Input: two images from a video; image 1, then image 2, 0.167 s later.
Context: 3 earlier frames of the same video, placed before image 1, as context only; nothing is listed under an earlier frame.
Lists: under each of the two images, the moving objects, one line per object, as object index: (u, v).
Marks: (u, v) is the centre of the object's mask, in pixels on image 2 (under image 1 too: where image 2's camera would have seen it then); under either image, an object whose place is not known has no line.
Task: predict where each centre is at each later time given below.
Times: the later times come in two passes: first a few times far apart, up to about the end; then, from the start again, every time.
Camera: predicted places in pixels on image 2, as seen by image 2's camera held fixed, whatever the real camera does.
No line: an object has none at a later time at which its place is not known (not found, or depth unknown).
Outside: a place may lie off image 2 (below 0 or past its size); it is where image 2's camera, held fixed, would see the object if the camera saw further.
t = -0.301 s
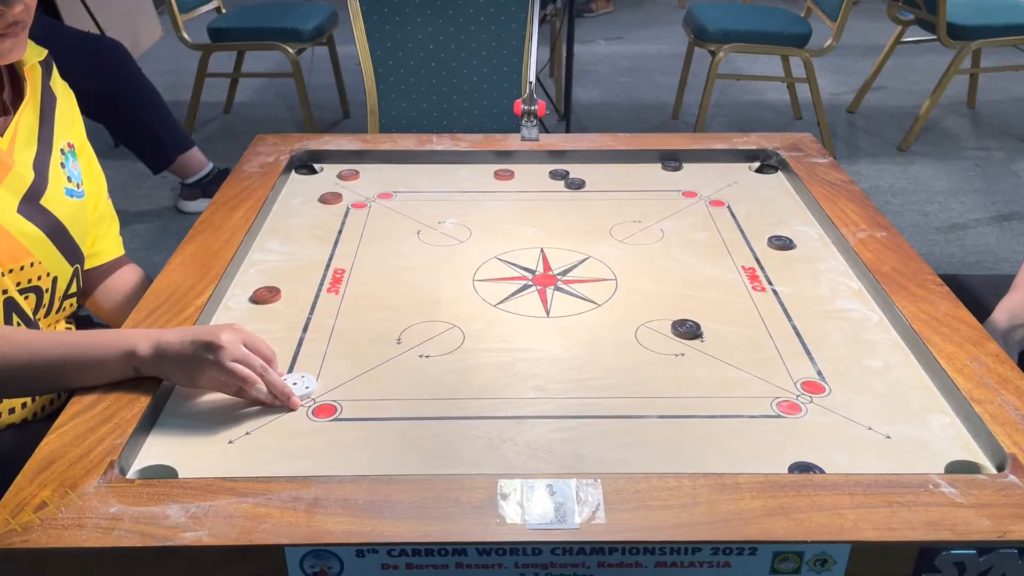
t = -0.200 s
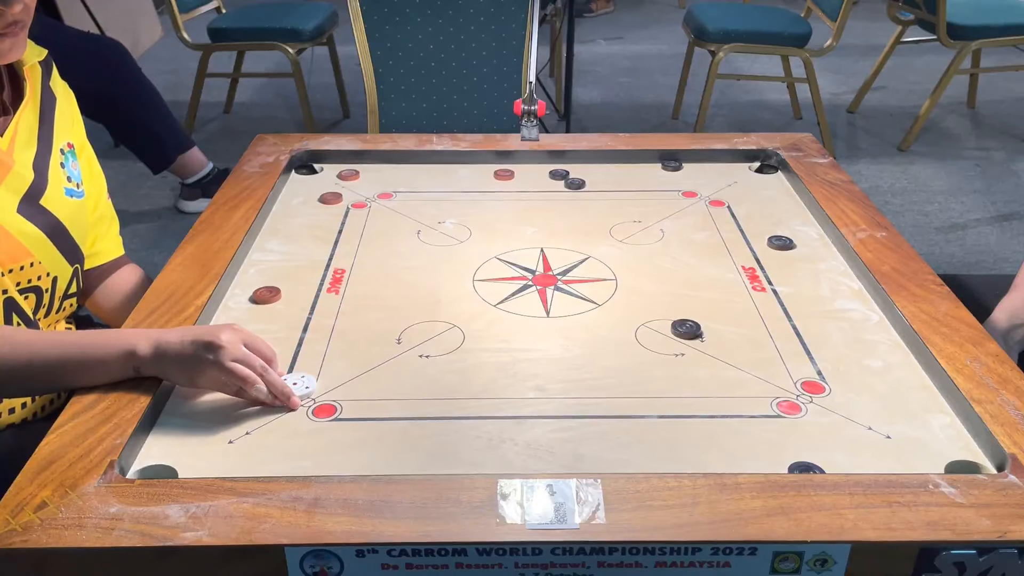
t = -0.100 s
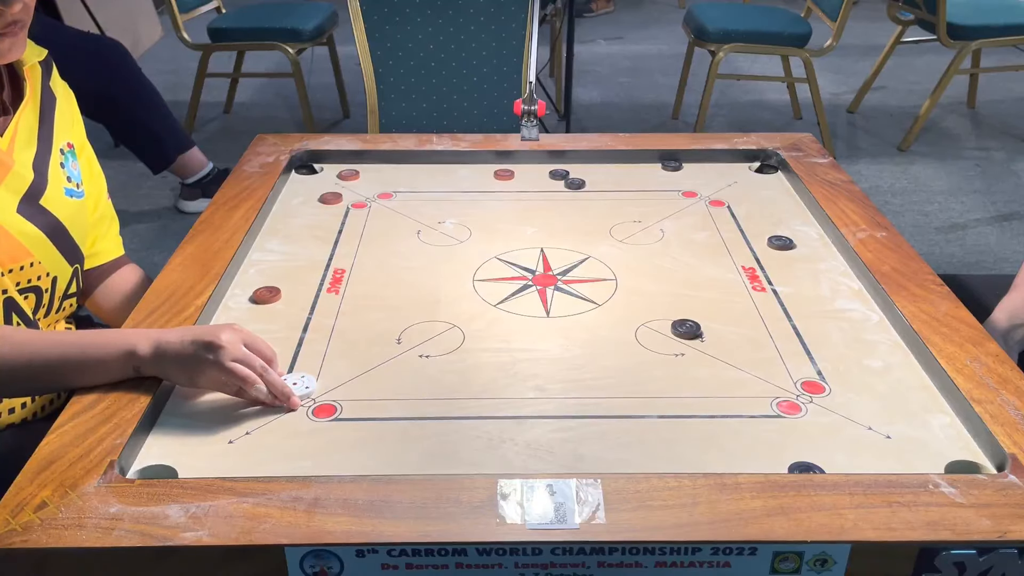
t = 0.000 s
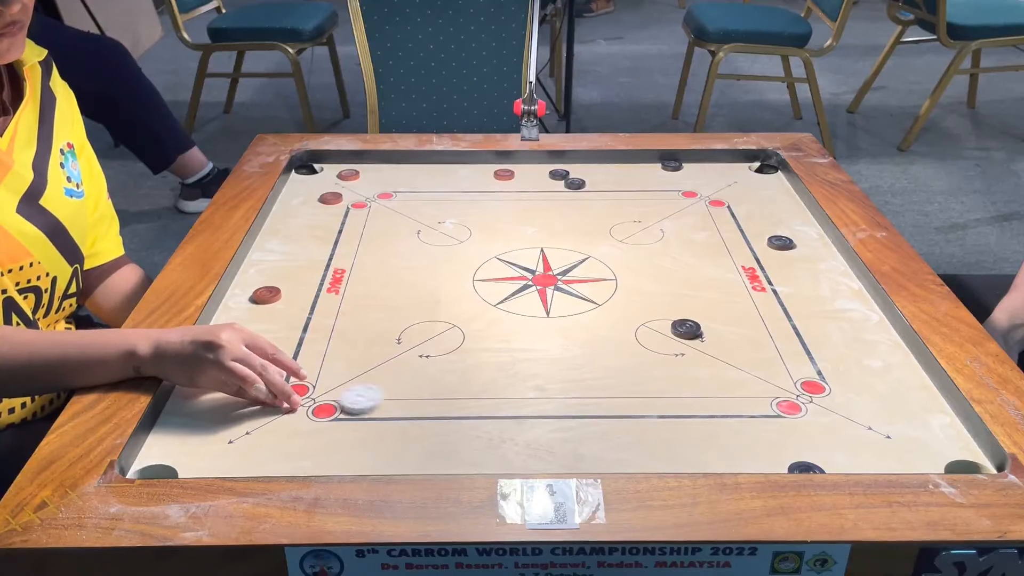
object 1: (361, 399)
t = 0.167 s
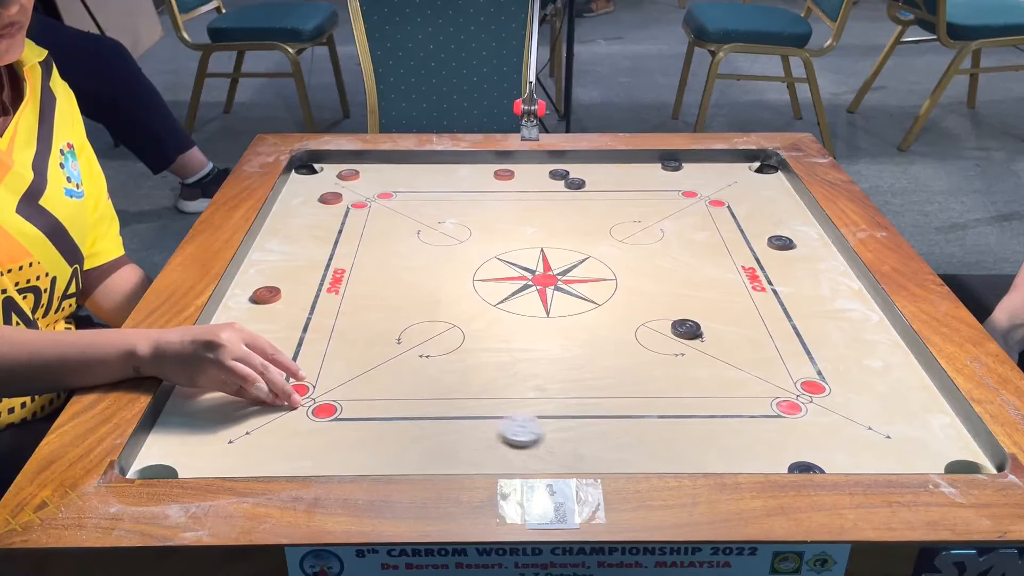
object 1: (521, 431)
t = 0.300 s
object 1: (647, 456)
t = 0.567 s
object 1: (801, 457)
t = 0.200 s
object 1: (553, 438)
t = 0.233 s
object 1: (584, 445)
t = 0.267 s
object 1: (616, 451)
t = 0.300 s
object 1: (647, 456)
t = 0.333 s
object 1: (678, 460)
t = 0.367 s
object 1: (707, 462)
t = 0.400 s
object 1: (736, 465)
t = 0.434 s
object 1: (761, 464)
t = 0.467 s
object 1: (773, 463)
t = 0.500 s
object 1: (783, 460)
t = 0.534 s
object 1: (792, 459)
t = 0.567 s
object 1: (801, 457)
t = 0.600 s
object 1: (808, 454)
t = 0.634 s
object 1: (814, 451)
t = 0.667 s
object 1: (820, 449)
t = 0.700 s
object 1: (824, 448)
